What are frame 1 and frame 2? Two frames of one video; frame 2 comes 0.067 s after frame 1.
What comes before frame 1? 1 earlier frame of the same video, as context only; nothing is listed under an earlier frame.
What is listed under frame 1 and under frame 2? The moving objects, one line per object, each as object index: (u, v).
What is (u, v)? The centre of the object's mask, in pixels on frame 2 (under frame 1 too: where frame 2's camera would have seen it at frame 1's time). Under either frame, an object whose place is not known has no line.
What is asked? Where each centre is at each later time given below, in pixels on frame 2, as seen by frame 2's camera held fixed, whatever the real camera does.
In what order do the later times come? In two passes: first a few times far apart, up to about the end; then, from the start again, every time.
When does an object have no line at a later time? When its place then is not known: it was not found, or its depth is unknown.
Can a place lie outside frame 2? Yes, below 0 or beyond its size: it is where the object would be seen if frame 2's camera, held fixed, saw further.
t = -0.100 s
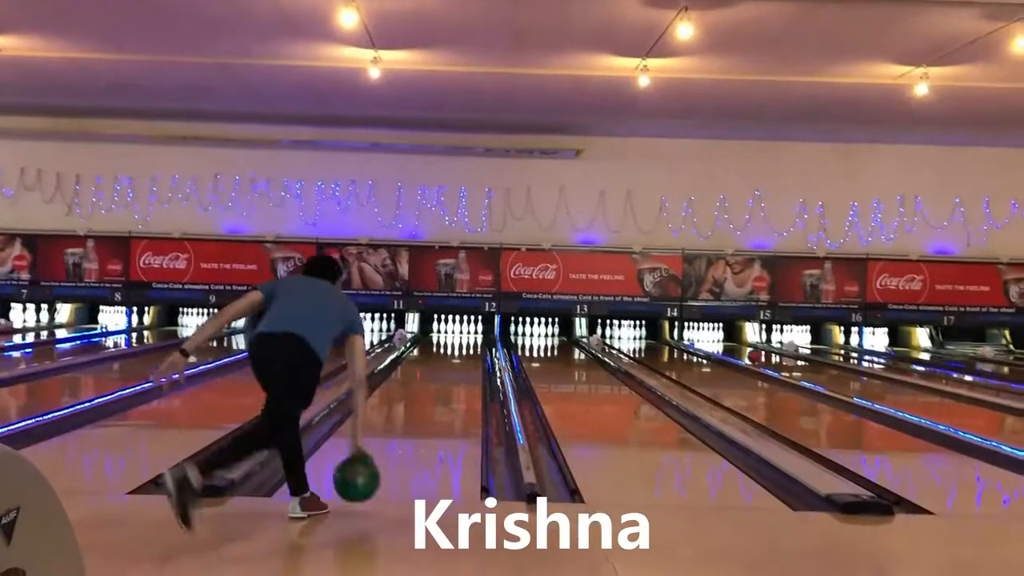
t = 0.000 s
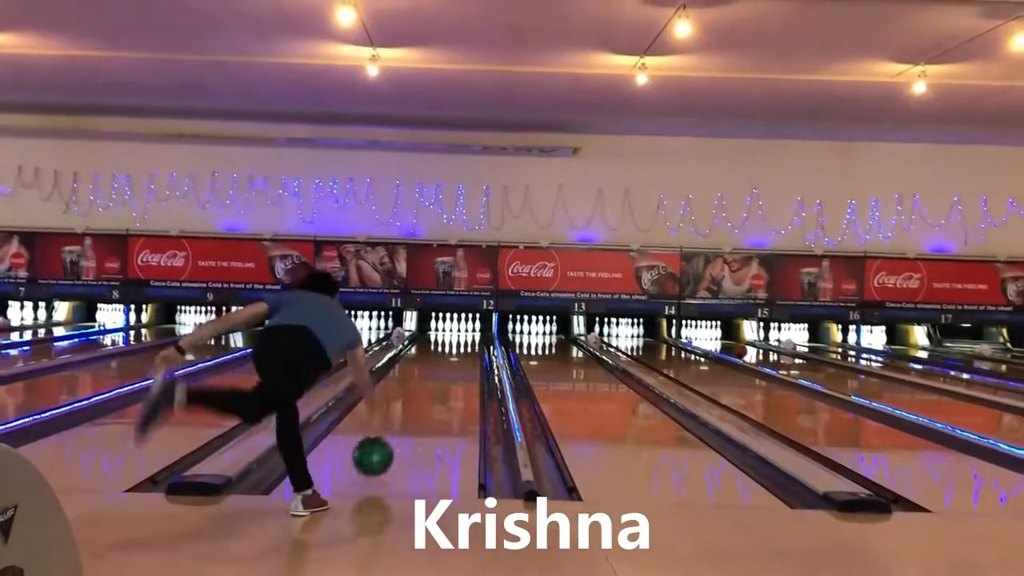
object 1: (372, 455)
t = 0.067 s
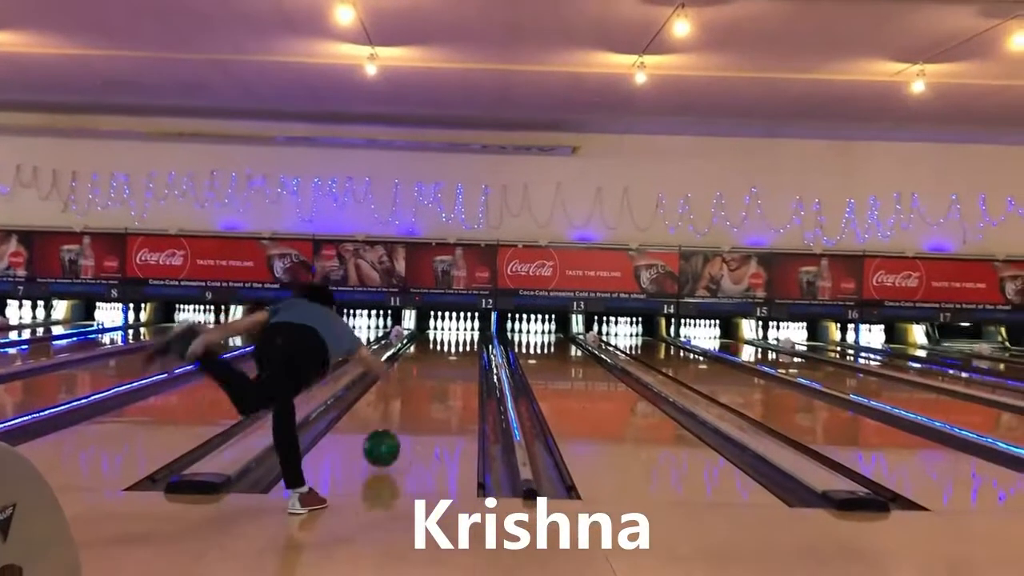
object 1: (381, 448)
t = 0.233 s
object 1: (401, 423)
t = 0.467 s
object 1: (419, 397)
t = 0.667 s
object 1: (431, 382)
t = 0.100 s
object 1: (386, 445)
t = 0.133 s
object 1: (390, 439)
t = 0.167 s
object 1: (394, 434)
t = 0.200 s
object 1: (397, 428)
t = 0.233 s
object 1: (401, 423)
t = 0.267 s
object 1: (404, 419)
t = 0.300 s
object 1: (406, 415)
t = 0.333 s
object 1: (409, 411)
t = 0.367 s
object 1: (411, 407)
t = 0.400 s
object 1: (414, 404)
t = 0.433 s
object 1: (417, 400)
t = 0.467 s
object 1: (419, 397)
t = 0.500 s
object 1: (421, 394)
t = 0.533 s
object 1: (423, 391)
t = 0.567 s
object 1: (425, 388)
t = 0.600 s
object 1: (427, 386)
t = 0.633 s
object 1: (429, 384)
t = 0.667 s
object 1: (431, 382)
